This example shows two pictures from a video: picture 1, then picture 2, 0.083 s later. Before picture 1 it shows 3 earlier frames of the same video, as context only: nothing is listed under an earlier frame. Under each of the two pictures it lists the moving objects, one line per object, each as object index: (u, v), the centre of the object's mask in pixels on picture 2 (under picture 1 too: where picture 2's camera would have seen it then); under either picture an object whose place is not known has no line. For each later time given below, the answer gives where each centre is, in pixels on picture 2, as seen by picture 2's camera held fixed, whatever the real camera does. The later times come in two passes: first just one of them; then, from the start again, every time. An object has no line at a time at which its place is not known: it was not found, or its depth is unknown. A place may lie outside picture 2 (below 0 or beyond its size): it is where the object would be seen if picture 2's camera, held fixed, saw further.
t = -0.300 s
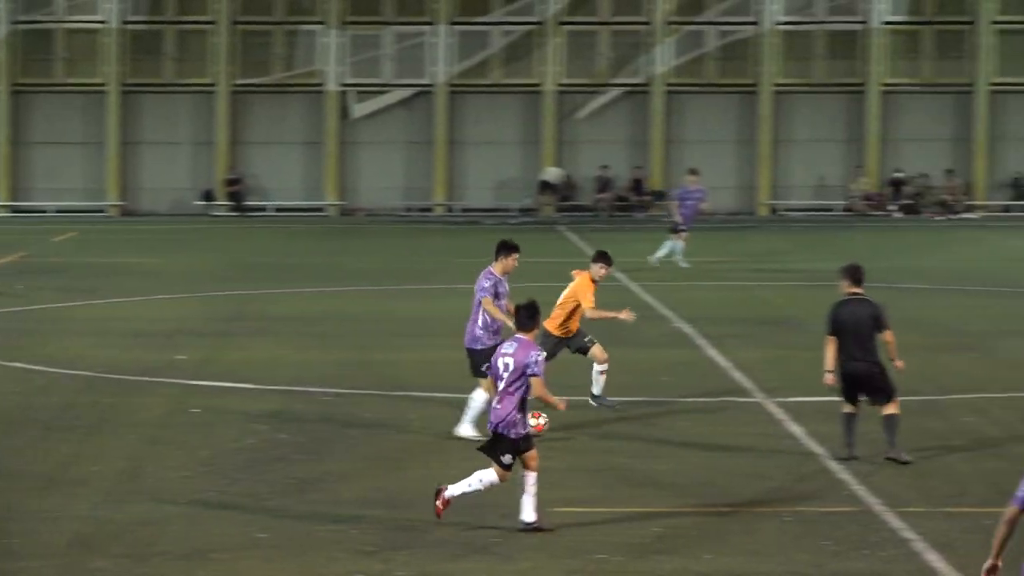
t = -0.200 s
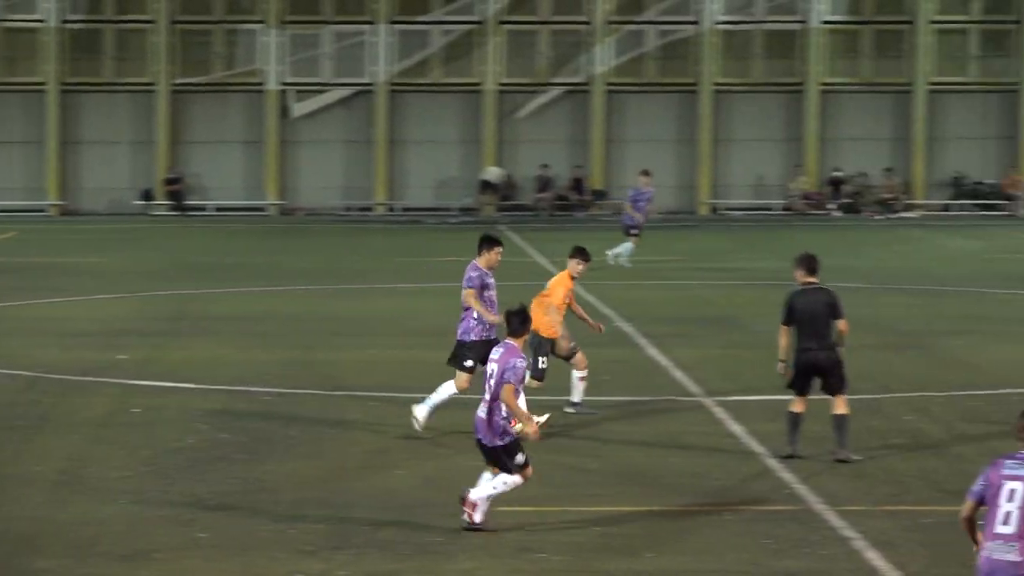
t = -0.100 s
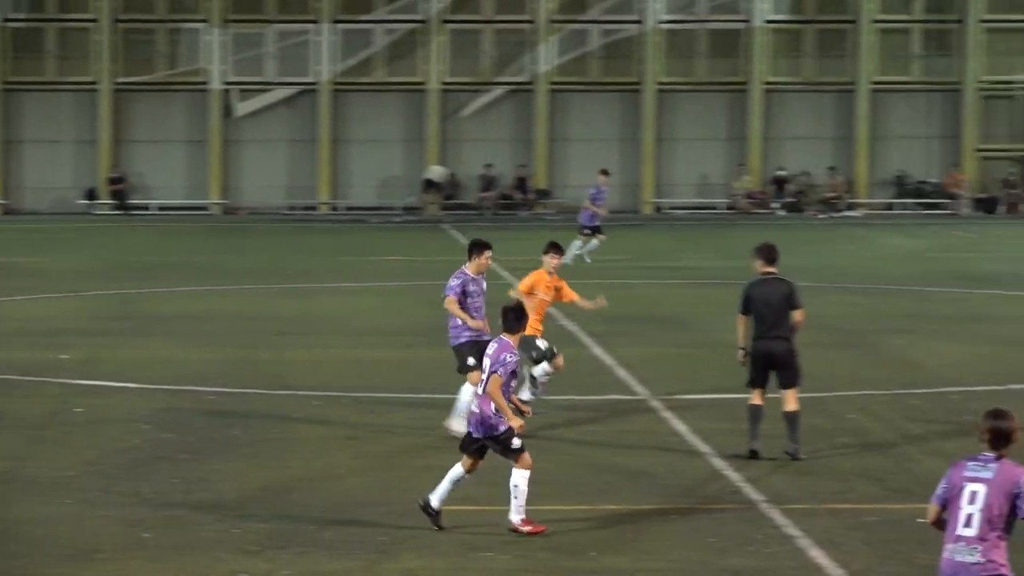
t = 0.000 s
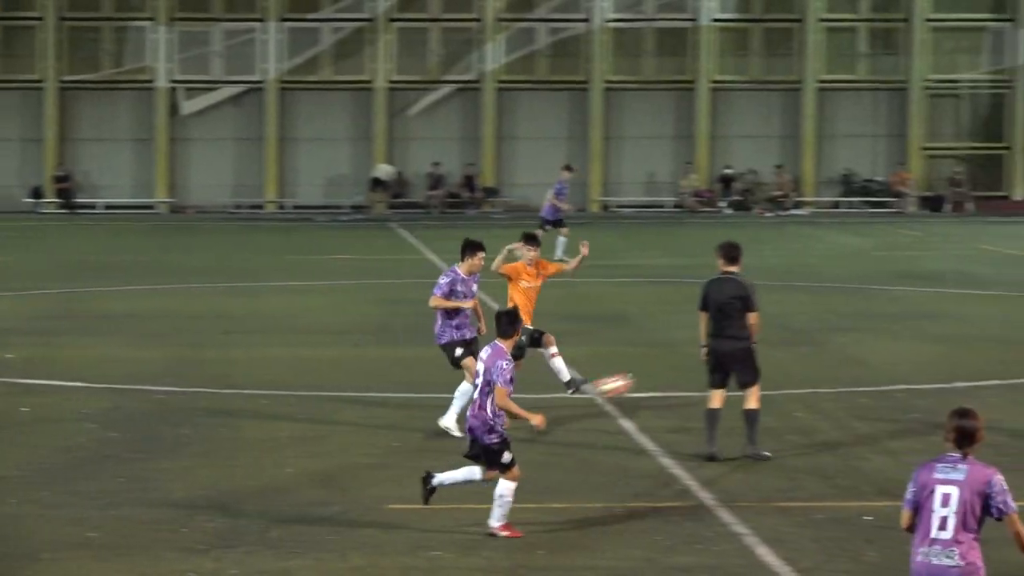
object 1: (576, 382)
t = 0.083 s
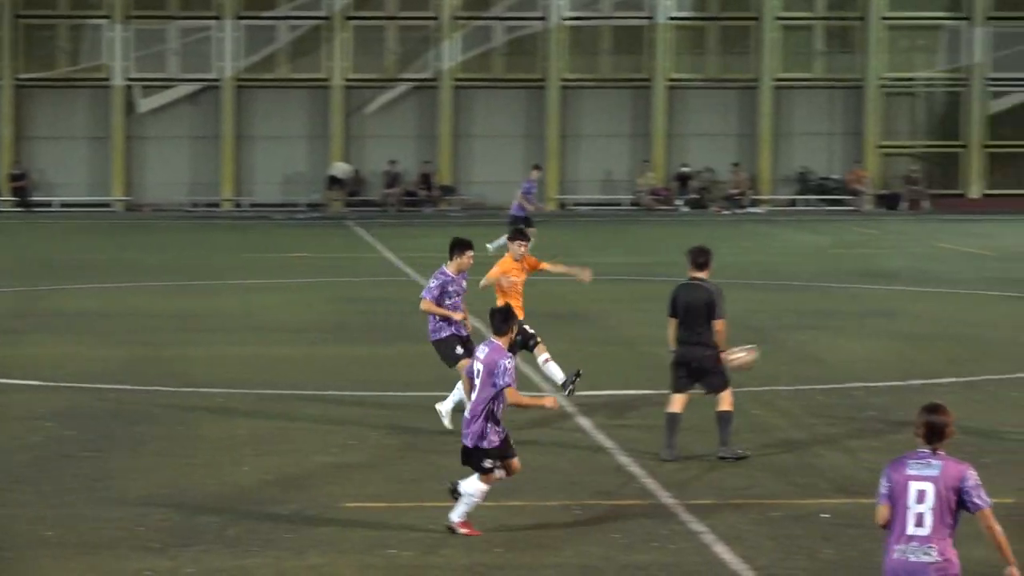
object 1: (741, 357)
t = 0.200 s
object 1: (962, 337)
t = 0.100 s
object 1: (771, 353)
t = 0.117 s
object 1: (803, 350)
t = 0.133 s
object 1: (836, 347)
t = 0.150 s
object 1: (868, 344)
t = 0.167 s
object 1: (900, 342)
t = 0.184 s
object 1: (930, 339)
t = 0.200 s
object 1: (962, 337)
